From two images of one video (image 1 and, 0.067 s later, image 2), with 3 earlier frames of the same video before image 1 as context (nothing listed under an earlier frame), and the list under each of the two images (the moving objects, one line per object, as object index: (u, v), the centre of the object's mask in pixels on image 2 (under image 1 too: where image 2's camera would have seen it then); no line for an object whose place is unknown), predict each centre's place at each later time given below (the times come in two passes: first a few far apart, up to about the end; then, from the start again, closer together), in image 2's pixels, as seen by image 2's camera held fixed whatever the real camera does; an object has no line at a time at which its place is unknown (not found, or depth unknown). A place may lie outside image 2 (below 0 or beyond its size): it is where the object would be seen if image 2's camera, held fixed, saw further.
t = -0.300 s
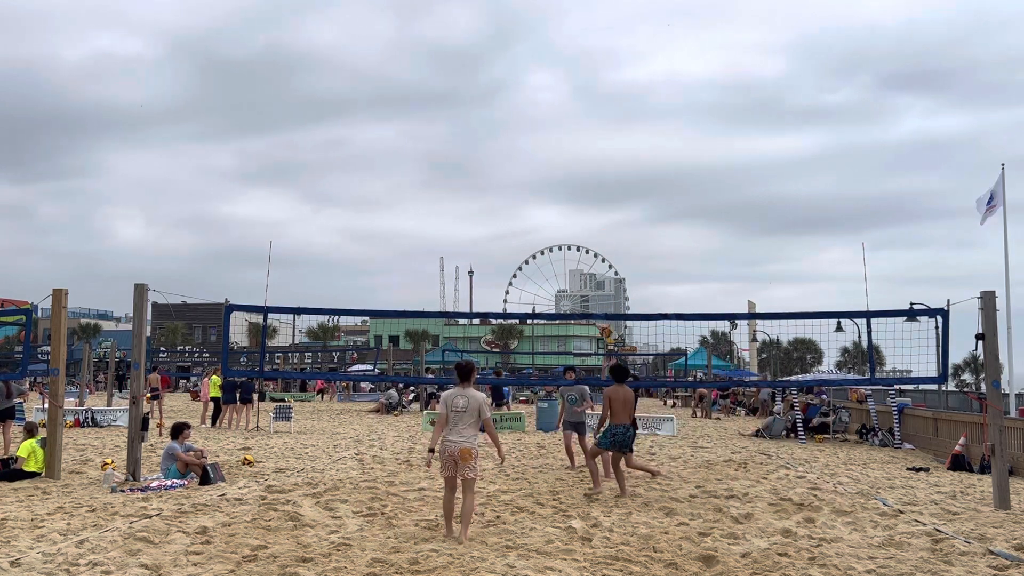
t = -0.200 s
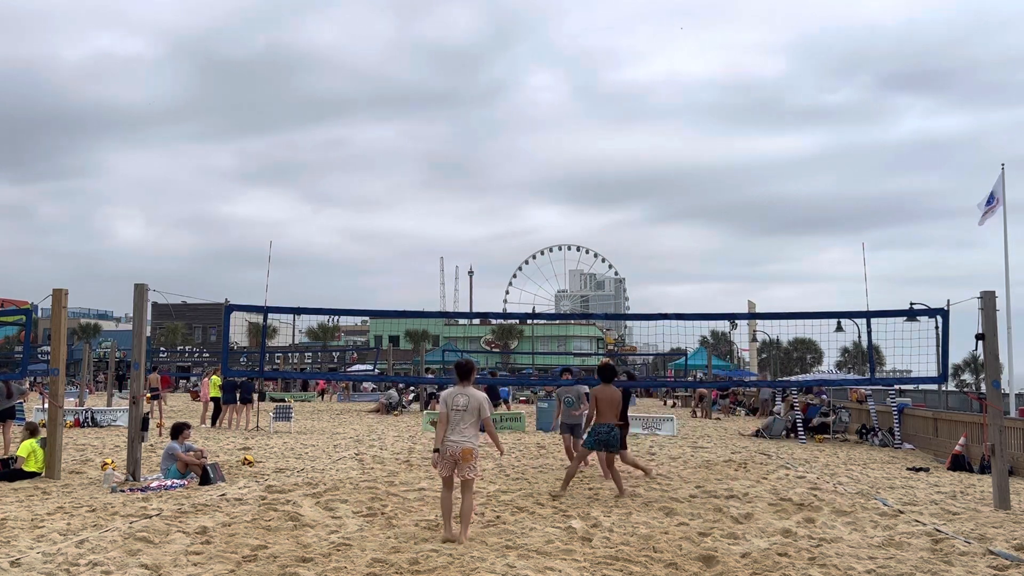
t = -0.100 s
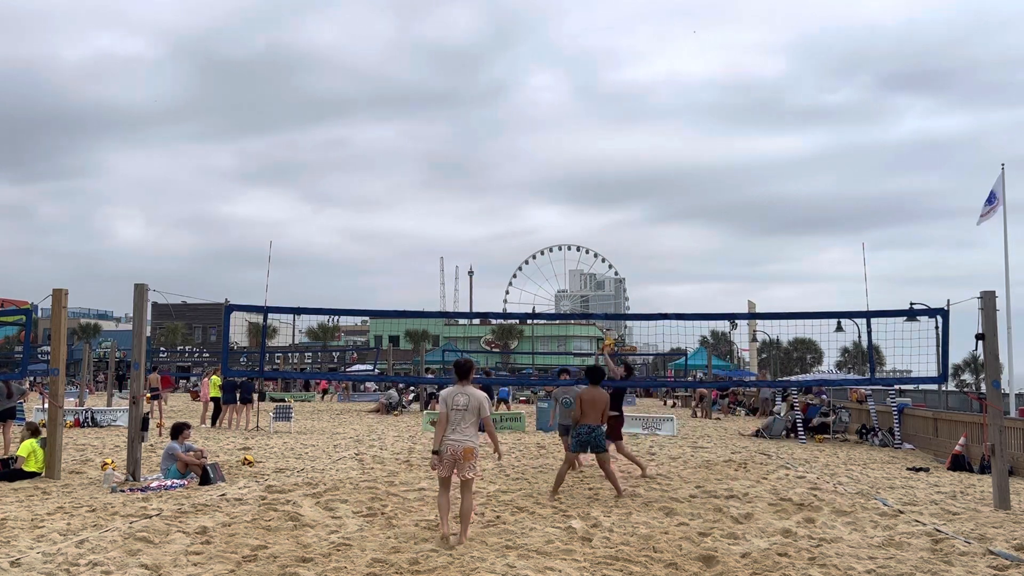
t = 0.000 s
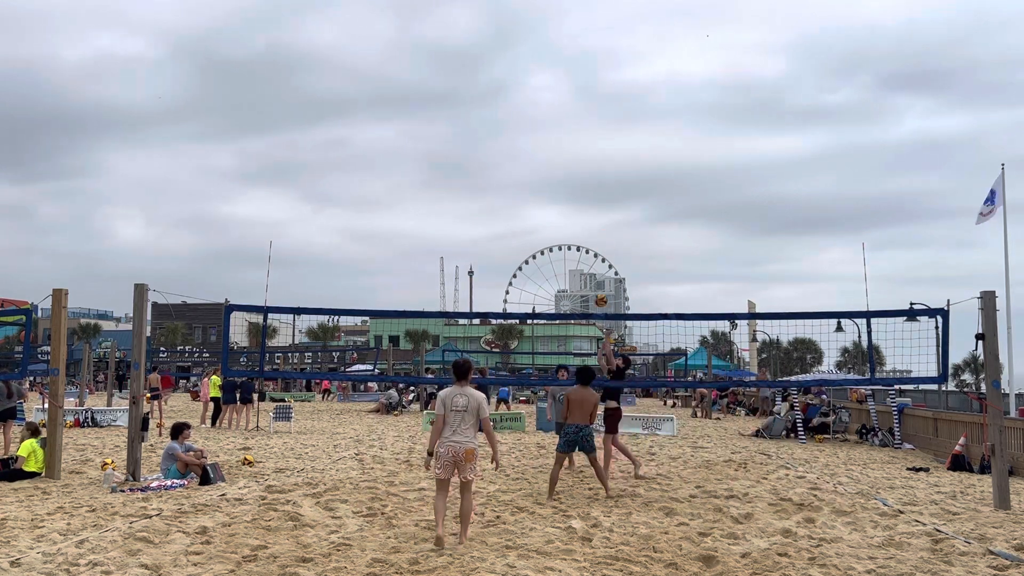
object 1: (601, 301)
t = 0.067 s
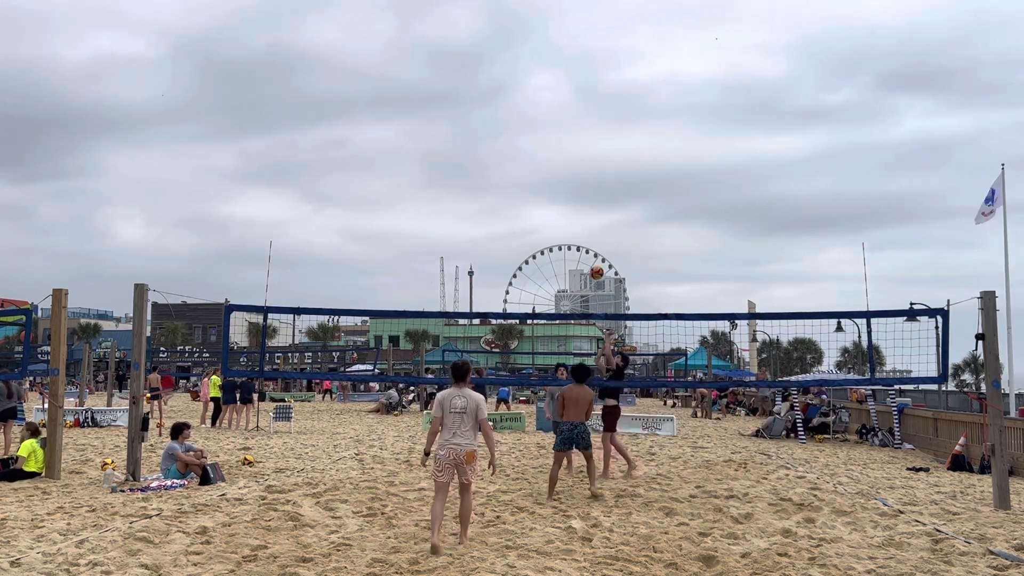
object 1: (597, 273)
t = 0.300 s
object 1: (582, 200)
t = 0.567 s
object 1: (565, 160)
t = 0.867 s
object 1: (545, 170)
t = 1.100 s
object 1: (529, 219)
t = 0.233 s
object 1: (586, 217)
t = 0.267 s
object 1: (584, 208)
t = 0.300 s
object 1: (582, 200)
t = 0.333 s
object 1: (580, 192)
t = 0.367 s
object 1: (578, 186)
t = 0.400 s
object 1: (575, 179)
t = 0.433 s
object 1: (573, 174)
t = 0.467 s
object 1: (571, 170)
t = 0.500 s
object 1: (569, 166)
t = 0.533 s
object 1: (567, 163)
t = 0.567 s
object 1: (565, 160)
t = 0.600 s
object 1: (562, 158)
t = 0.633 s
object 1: (560, 157)
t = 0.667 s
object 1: (558, 157)
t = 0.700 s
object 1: (556, 158)
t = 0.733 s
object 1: (554, 159)
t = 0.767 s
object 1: (551, 161)
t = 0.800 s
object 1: (549, 163)
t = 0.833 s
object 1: (547, 166)
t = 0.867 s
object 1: (545, 170)
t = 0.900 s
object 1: (542, 175)
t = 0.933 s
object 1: (540, 181)
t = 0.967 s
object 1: (538, 187)
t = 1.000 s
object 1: (536, 194)
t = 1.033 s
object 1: (534, 201)
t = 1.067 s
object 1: (532, 209)
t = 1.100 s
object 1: (529, 219)
